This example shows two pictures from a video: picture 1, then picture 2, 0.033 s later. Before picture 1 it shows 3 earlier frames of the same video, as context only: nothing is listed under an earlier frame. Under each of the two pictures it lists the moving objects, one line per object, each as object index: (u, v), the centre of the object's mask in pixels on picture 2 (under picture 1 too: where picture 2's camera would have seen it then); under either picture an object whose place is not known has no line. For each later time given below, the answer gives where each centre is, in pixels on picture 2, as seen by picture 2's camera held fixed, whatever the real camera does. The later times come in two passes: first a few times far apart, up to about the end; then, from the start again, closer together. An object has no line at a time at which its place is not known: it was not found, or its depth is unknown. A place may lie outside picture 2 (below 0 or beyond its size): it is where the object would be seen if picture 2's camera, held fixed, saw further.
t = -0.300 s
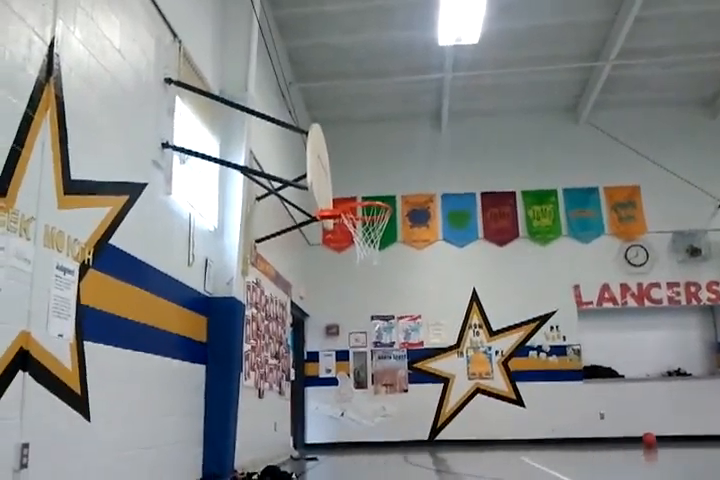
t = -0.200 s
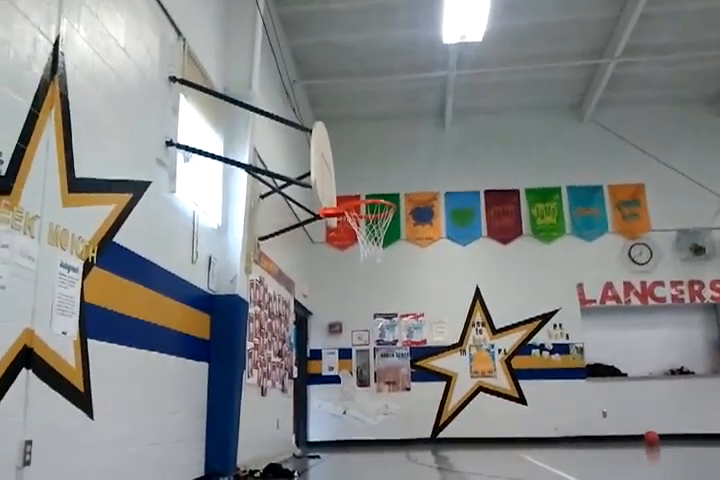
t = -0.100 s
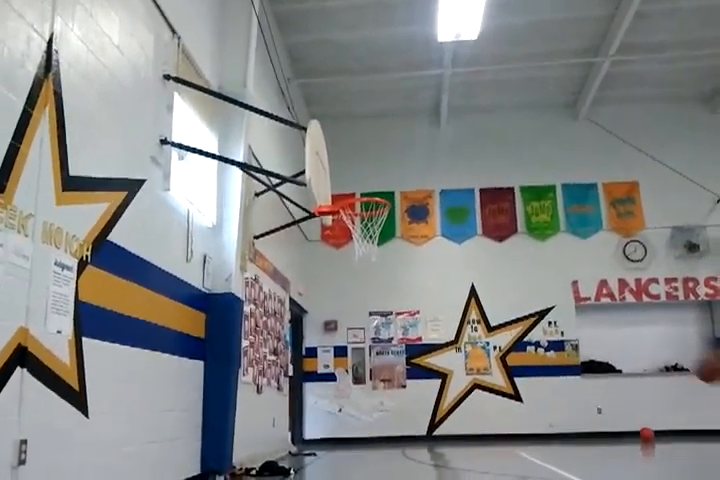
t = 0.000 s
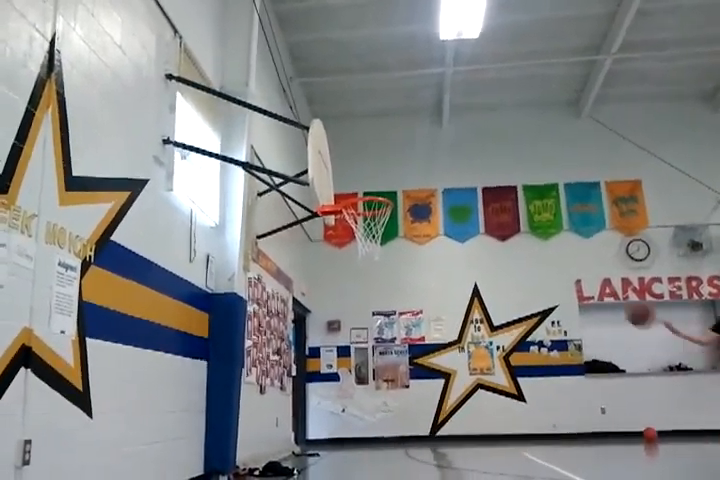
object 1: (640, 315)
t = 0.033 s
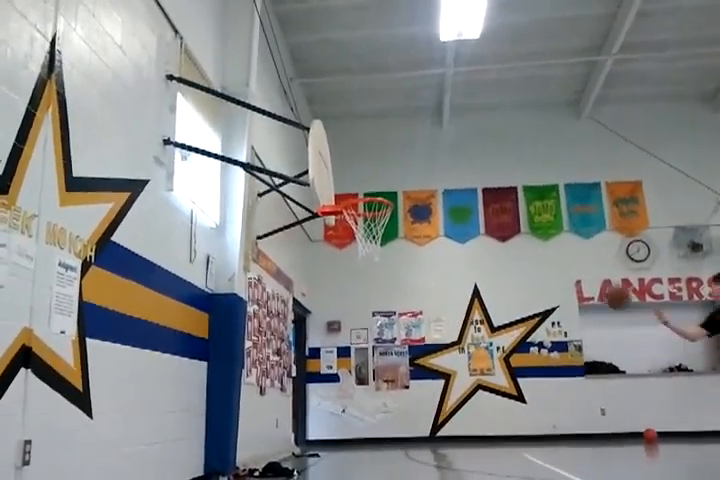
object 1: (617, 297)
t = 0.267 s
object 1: (466, 200)
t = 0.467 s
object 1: (349, 163)
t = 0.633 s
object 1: (382, 149)
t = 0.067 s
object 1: (593, 278)
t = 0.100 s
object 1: (571, 262)
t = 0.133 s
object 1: (549, 248)
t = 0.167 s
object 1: (529, 234)
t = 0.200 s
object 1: (509, 215)
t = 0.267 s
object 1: (466, 200)
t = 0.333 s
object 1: (426, 183)
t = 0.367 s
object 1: (407, 176)
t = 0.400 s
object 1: (387, 170)
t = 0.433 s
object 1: (367, 167)
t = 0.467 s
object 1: (349, 163)
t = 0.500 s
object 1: (339, 160)
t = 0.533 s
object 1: (352, 155)
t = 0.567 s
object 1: (367, 152)
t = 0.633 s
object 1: (382, 149)
